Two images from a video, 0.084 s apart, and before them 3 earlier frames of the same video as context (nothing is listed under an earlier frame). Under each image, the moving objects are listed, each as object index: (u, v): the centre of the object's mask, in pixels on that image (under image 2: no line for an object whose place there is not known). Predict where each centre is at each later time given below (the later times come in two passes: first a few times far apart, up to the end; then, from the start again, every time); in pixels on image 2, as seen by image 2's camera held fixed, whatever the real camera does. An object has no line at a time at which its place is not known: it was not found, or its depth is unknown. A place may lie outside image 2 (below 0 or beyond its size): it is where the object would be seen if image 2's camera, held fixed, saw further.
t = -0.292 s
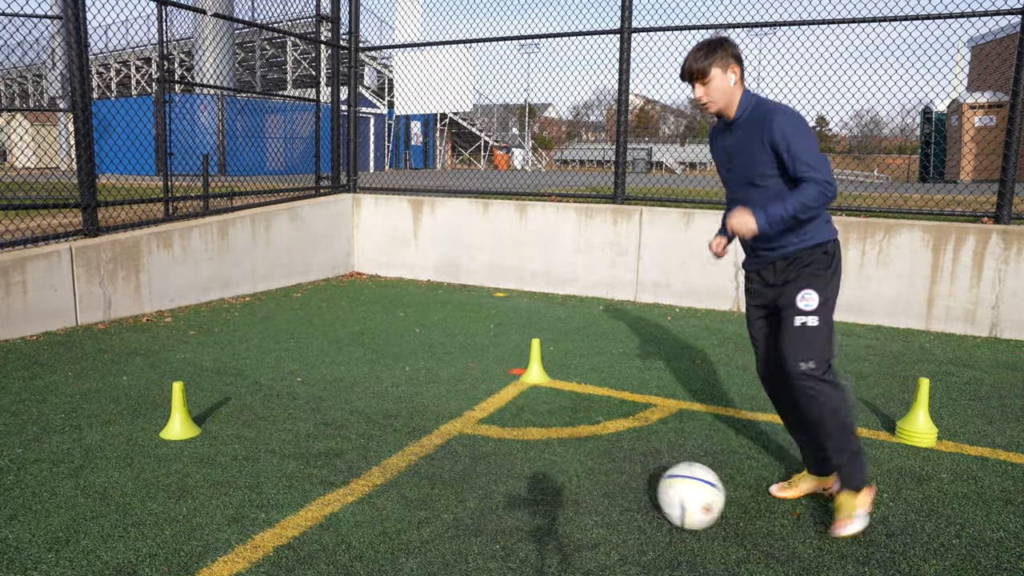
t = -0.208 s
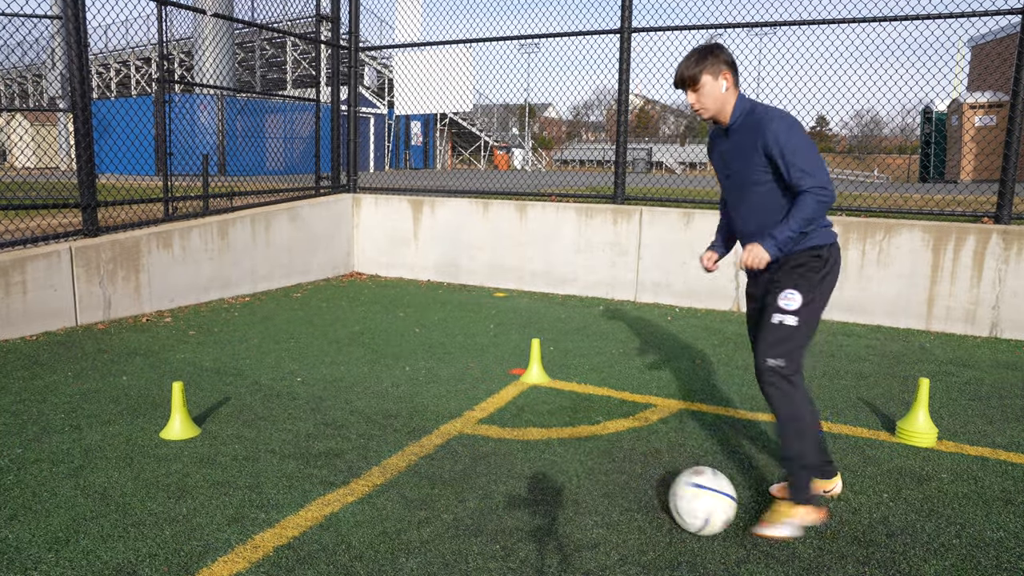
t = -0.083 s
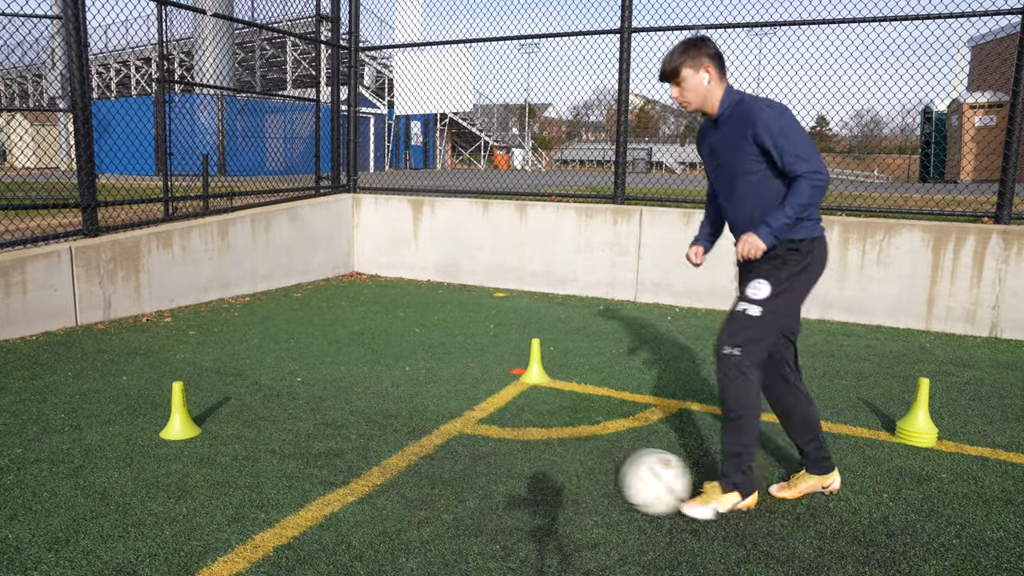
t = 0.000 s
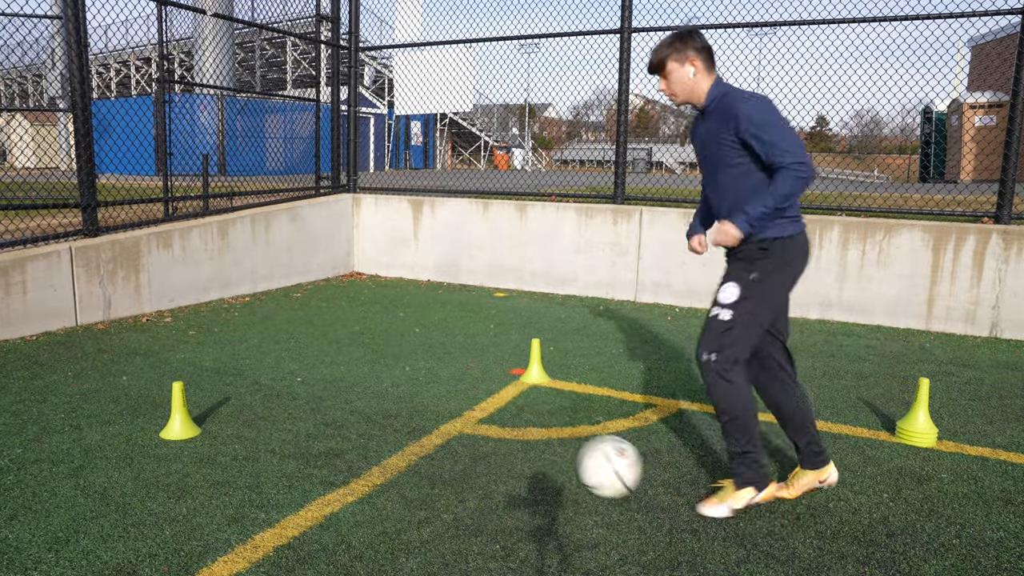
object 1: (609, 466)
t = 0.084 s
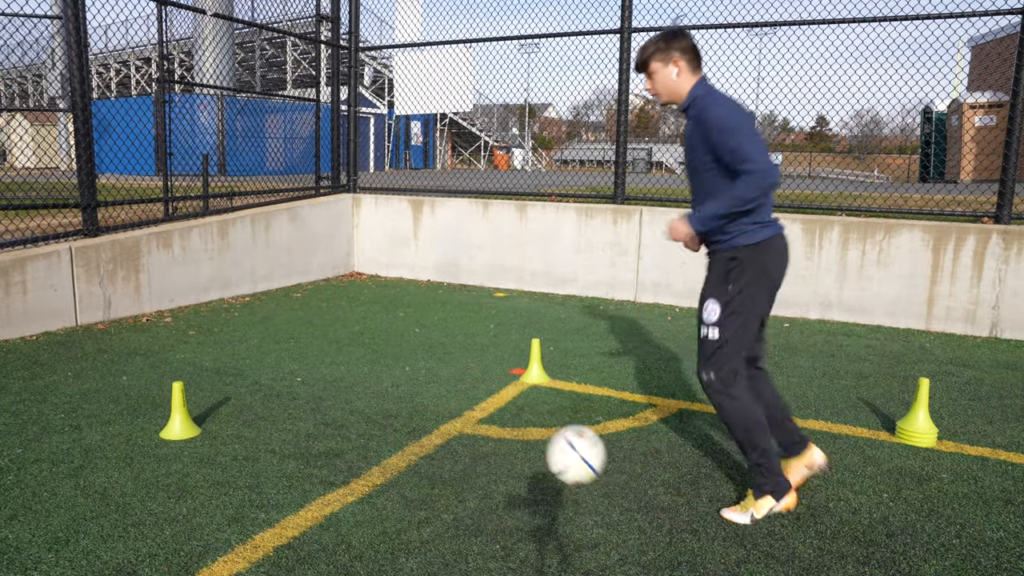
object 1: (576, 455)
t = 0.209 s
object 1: (542, 441)
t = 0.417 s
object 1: (498, 425)
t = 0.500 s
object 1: (482, 419)
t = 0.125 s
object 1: (564, 448)
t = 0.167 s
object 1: (552, 445)
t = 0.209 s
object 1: (542, 441)
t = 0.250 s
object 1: (533, 438)
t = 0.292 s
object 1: (524, 434)
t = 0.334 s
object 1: (515, 431)
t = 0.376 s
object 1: (506, 428)
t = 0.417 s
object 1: (498, 425)
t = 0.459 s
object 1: (490, 422)
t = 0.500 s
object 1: (482, 419)
